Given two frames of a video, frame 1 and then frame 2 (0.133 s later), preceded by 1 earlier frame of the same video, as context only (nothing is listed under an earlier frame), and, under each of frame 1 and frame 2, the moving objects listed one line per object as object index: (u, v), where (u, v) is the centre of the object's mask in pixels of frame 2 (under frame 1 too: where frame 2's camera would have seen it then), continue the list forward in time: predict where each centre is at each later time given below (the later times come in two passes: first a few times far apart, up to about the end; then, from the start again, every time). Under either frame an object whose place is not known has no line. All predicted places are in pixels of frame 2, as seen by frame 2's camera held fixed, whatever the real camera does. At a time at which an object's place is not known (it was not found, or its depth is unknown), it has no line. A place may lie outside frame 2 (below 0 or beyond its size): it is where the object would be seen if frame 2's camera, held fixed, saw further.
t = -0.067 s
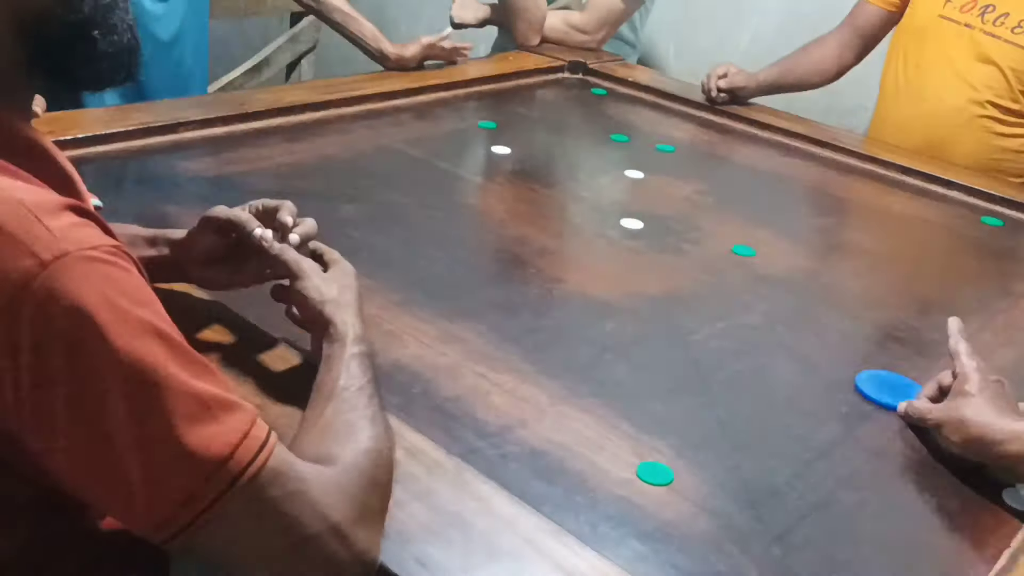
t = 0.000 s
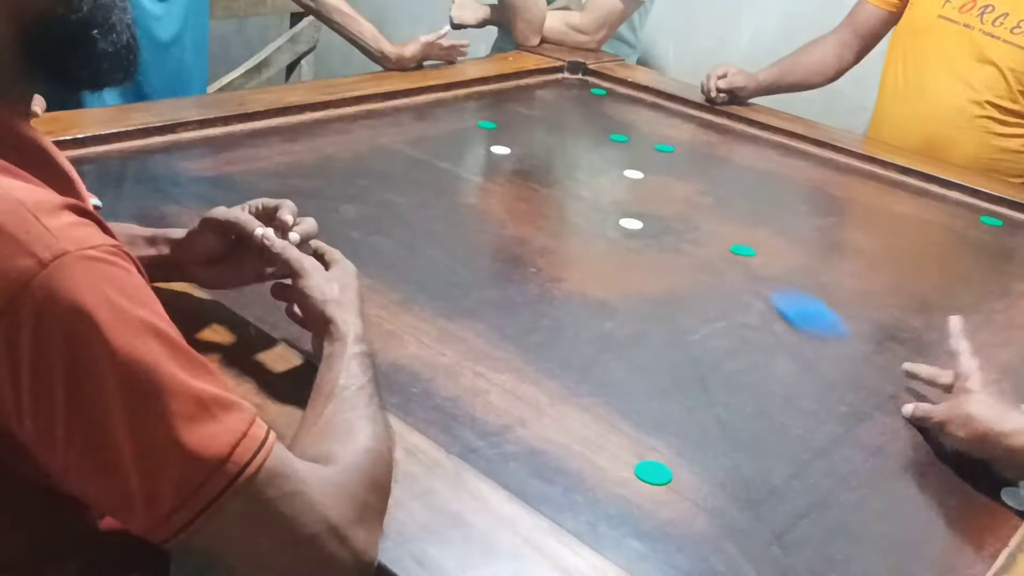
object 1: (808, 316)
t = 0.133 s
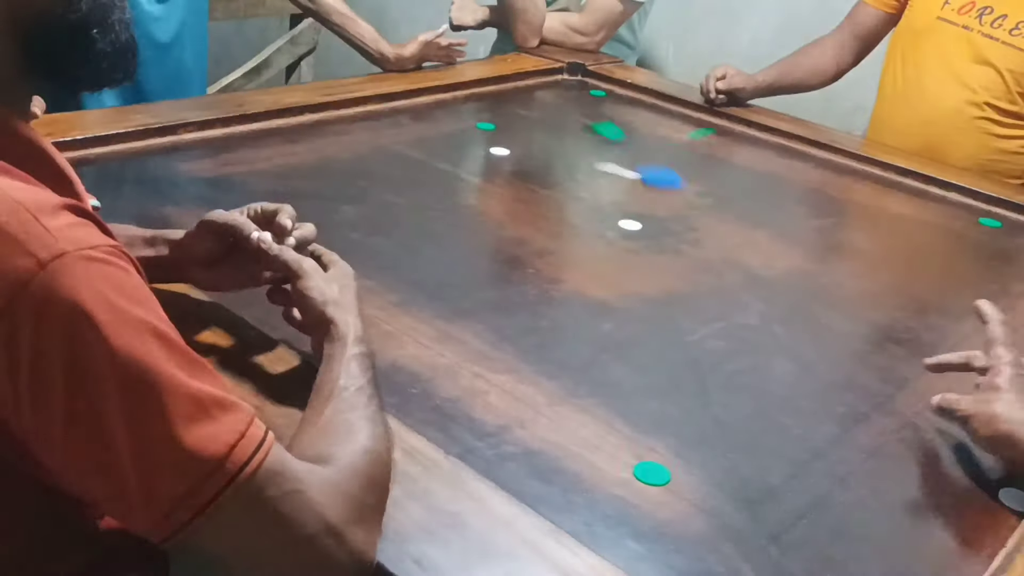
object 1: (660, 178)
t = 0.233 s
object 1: (608, 121)
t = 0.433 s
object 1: (612, 105)
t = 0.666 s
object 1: (679, 173)
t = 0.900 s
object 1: (774, 268)
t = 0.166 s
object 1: (645, 161)
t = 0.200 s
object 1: (625, 139)
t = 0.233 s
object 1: (608, 121)
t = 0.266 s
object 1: (588, 104)
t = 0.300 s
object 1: (571, 90)
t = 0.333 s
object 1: (580, 83)
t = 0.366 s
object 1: (596, 90)
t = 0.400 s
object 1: (604, 97)
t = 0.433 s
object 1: (612, 105)
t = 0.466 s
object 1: (619, 113)
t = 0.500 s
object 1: (628, 123)
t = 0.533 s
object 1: (637, 132)
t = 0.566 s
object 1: (647, 142)
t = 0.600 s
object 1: (658, 152)
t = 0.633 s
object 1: (668, 163)
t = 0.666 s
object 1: (679, 173)
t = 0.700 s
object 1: (691, 185)
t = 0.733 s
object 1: (704, 198)
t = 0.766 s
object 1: (715, 209)
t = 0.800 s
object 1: (728, 222)
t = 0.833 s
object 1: (742, 236)
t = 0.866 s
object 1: (757, 251)
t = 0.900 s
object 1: (774, 268)
